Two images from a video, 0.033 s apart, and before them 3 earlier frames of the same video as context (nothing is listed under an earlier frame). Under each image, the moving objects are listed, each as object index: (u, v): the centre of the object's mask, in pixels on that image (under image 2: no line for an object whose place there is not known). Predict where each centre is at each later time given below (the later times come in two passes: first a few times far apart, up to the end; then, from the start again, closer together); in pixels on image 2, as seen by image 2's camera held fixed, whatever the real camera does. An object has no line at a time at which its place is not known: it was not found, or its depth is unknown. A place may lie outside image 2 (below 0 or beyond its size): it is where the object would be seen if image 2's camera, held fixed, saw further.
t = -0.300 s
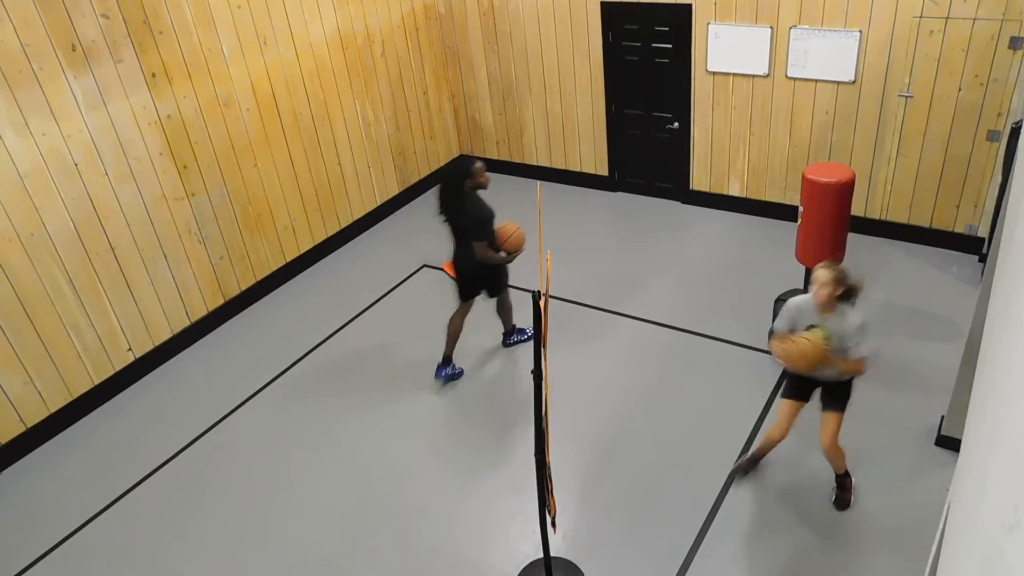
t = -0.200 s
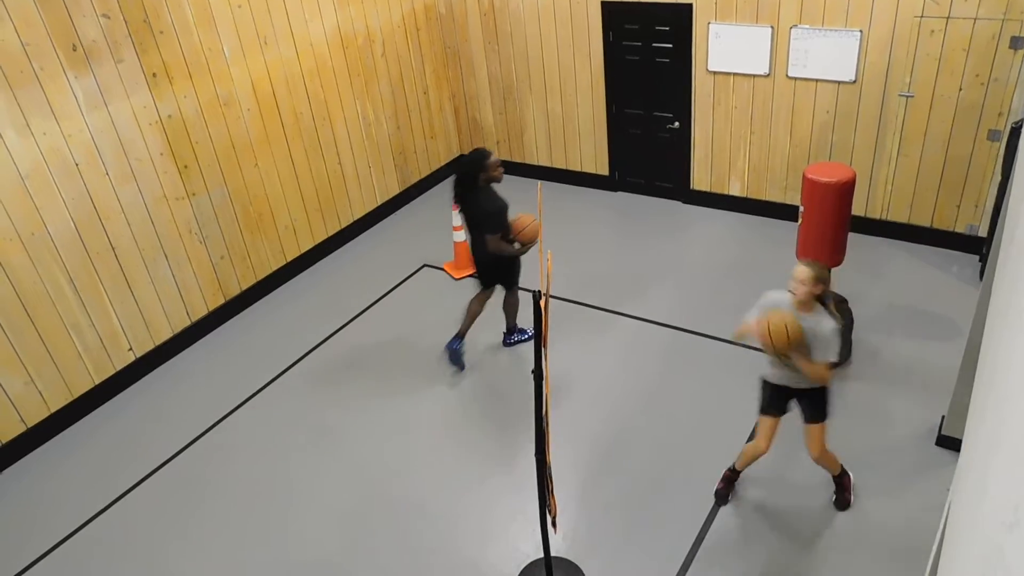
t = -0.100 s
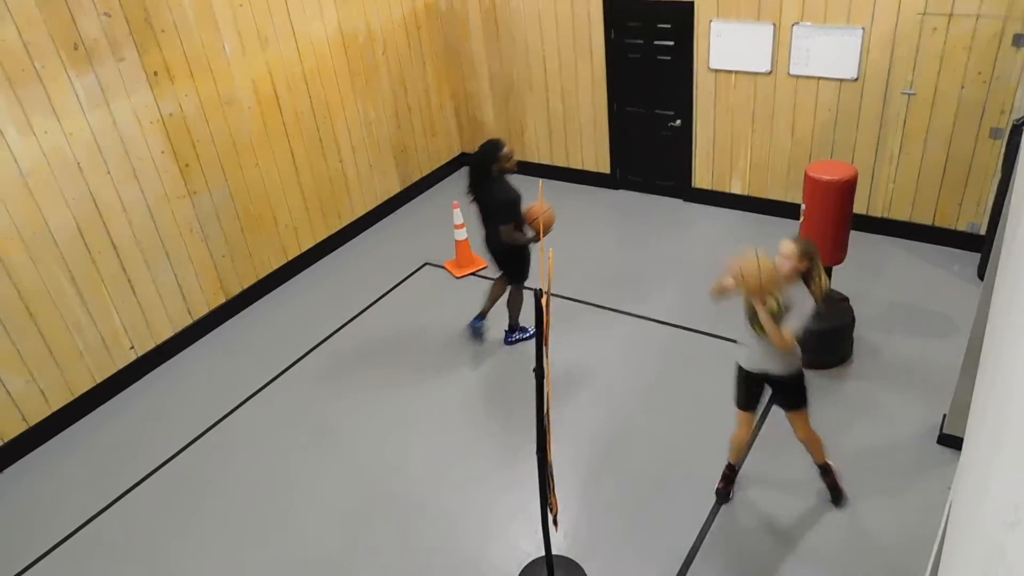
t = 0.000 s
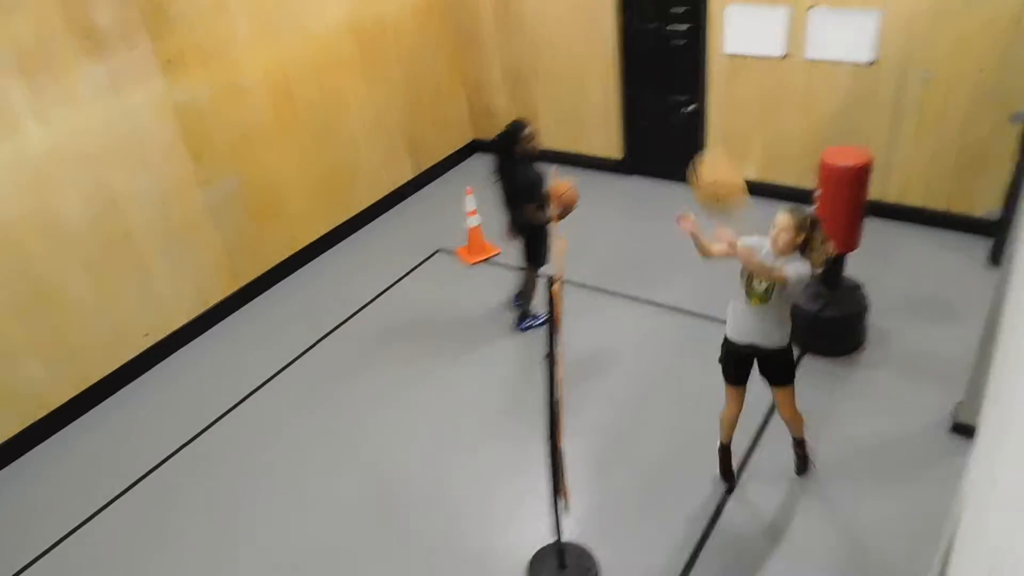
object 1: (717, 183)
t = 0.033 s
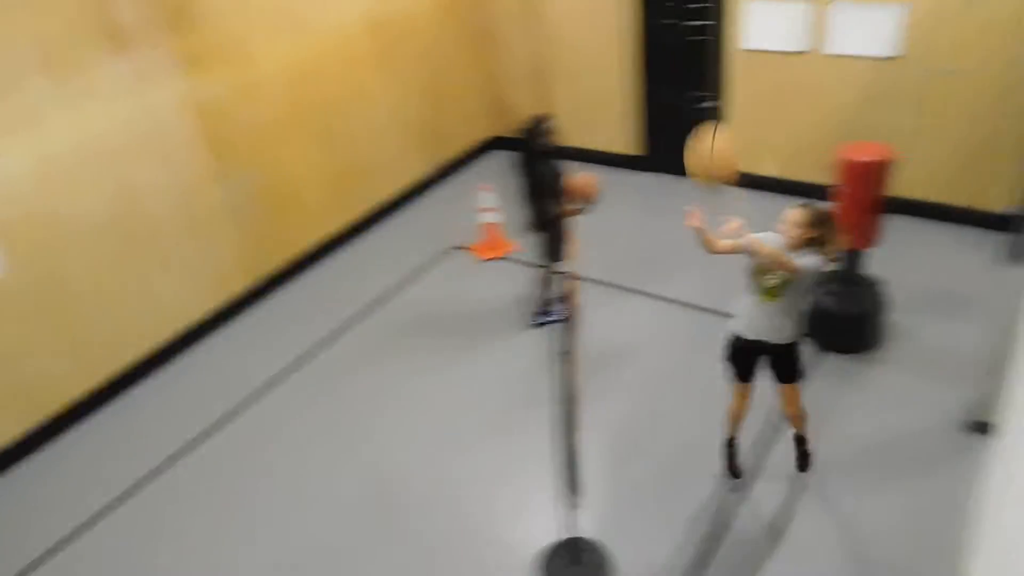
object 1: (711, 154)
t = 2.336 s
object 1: (151, 364)
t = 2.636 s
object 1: (169, 307)
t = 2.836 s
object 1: (206, 304)
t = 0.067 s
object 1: (685, 133)
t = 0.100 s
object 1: (659, 111)
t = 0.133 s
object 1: (632, 88)
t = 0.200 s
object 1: (564, 51)
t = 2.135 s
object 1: (98, 337)
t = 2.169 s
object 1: (106, 338)
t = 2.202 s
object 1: (115, 342)
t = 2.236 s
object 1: (124, 345)
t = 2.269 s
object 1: (134, 350)
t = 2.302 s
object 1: (143, 358)
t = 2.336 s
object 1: (151, 364)
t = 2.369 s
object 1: (160, 373)
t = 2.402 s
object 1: (166, 373)
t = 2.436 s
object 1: (164, 360)
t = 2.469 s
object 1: (162, 347)
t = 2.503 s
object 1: (156, 332)
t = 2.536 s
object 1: (155, 322)
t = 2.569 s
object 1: (160, 315)
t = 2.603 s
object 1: (164, 310)
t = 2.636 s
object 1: (169, 307)
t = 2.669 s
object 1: (173, 304)
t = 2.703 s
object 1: (178, 301)
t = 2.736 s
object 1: (183, 300)
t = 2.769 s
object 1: (191, 302)
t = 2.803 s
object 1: (197, 302)
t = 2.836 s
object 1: (206, 304)
